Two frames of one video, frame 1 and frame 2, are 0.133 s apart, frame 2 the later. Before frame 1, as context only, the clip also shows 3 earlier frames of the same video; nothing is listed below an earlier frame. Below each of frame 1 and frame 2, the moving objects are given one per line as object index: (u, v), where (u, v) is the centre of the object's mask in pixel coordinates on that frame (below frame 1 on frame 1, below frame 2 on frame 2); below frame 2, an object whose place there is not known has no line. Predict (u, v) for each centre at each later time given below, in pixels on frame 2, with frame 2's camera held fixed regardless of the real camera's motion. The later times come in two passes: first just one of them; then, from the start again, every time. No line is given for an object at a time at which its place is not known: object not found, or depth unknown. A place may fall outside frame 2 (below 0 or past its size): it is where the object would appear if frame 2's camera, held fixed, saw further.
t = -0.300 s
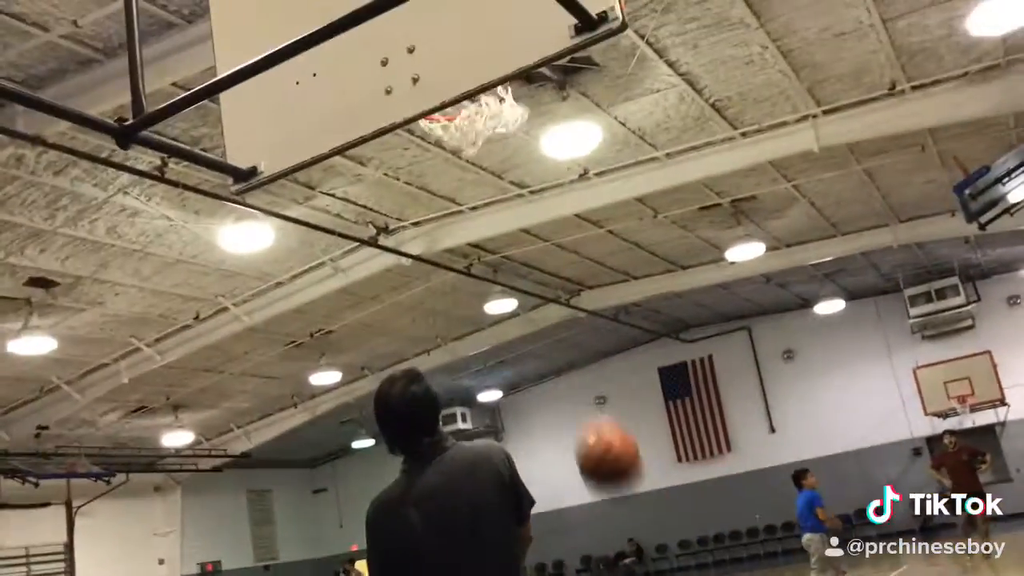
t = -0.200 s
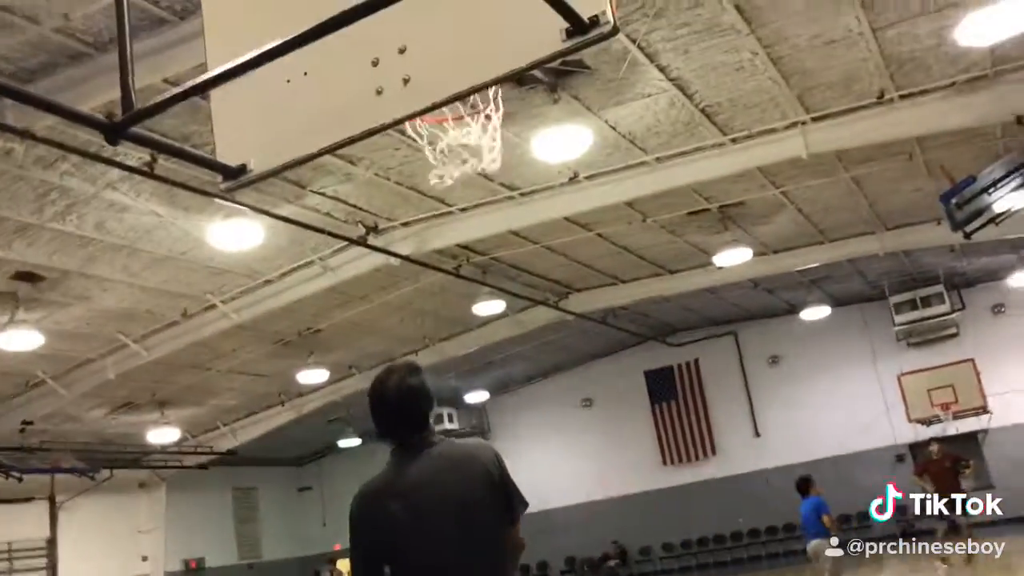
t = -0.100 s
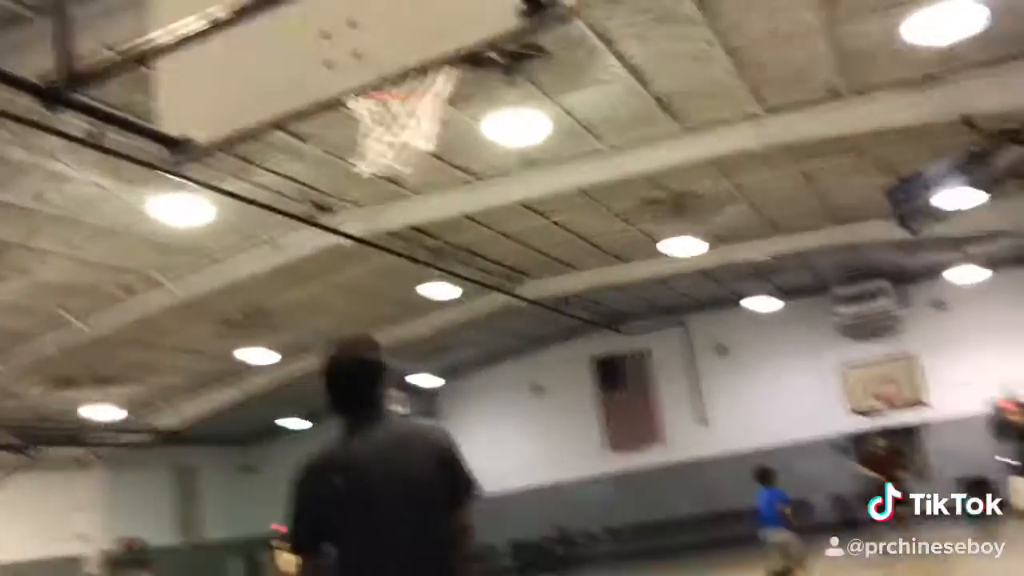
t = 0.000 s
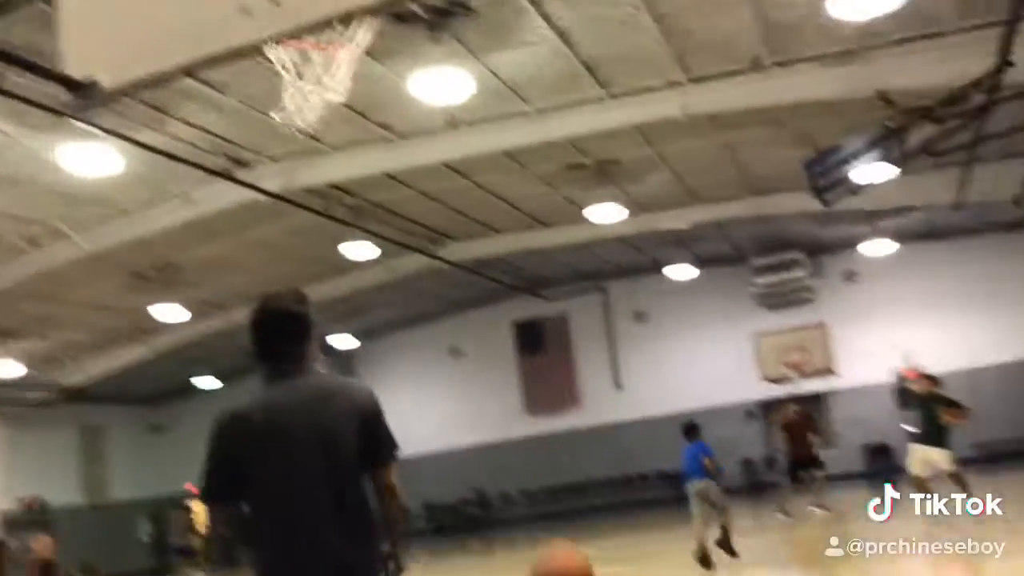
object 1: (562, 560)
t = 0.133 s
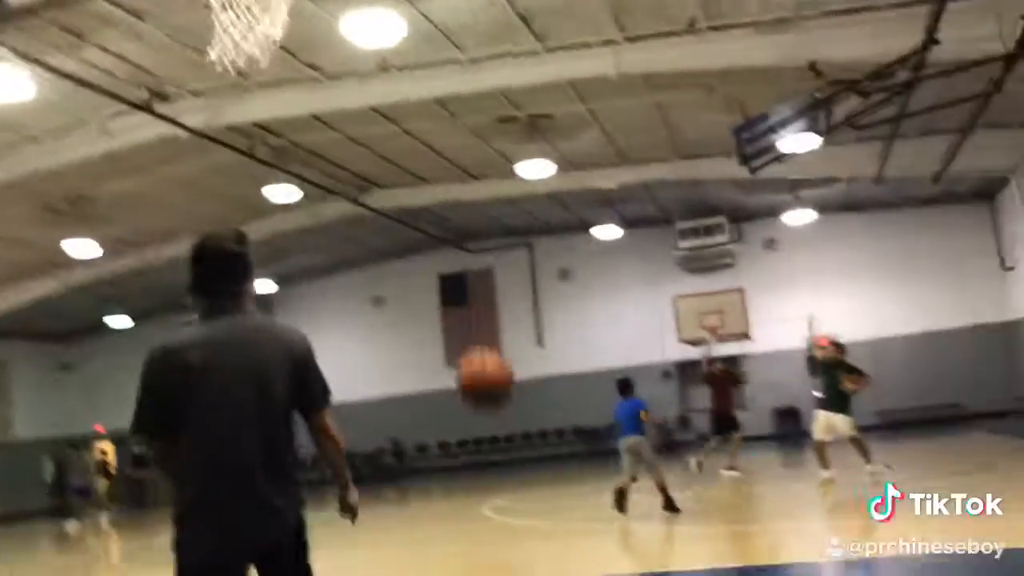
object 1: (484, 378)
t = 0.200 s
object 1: (490, 327)
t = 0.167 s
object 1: (488, 351)
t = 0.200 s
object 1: (490, 327)
